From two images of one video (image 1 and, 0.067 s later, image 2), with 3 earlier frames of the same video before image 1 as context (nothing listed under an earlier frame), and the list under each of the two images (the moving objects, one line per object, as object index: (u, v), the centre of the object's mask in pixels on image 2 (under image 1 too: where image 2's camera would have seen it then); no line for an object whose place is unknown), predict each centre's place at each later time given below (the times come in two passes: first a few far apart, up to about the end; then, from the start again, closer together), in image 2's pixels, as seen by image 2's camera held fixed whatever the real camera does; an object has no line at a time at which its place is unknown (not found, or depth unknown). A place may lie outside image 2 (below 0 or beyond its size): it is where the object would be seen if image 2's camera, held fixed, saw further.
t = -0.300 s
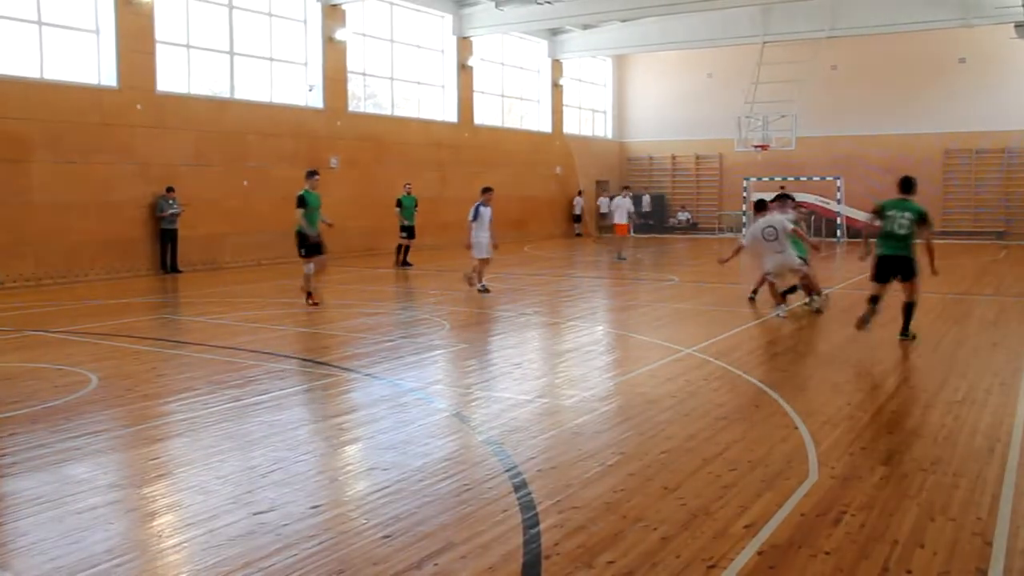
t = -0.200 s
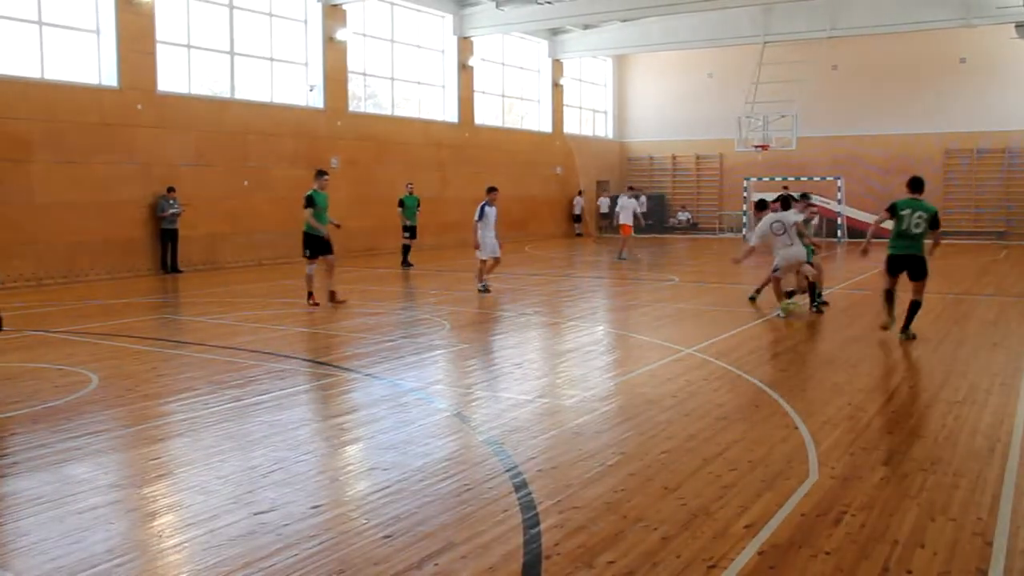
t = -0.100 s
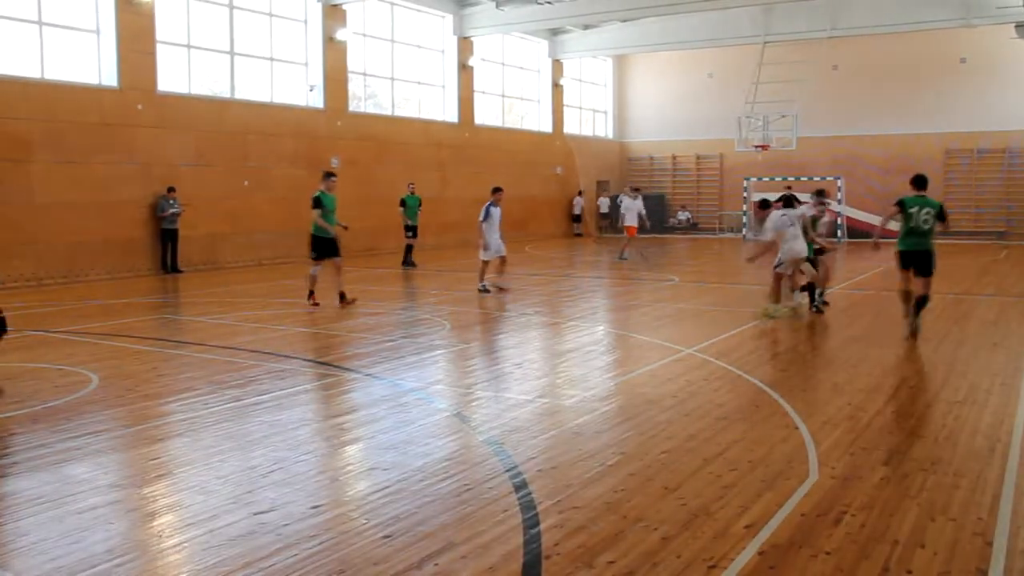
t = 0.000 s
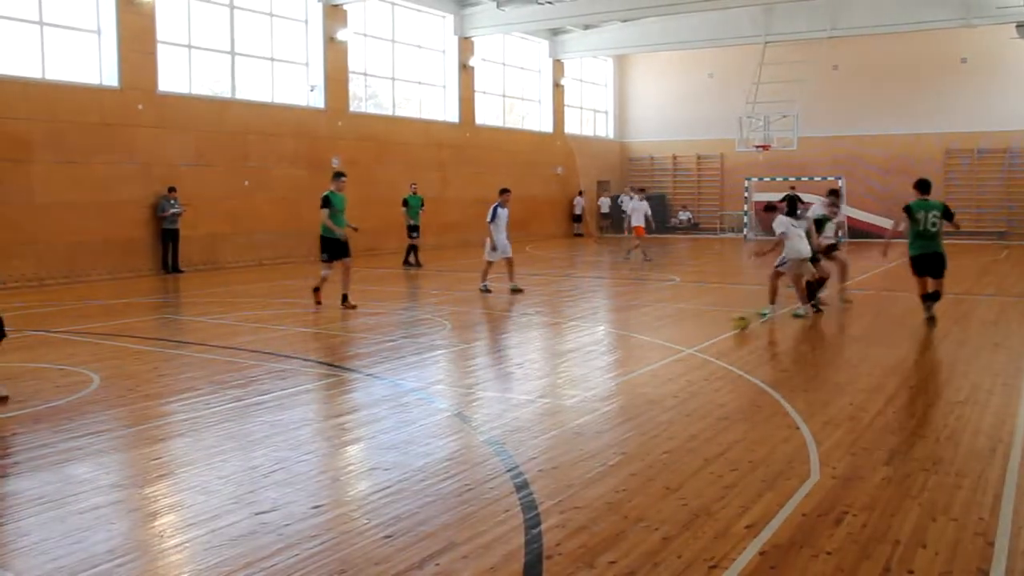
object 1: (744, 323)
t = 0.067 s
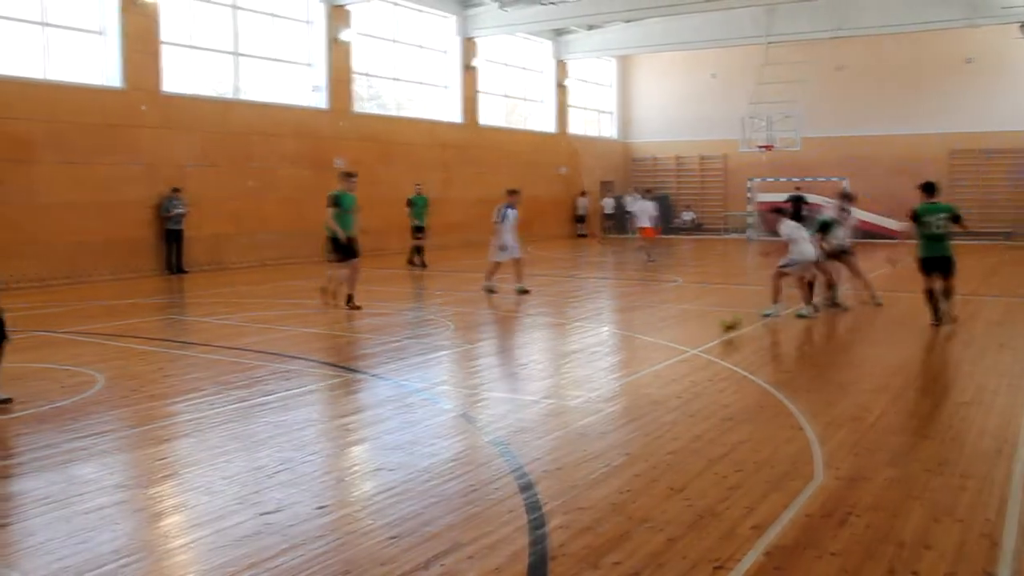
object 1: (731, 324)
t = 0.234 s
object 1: (687, 335)
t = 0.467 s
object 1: (630, 345)
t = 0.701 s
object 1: (567, 357)
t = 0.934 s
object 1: (498, 370)
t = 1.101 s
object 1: (445, 376)
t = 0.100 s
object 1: (722, 327)
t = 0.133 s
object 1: (716, 328)
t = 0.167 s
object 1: (705, 332)
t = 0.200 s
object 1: (694, 337)
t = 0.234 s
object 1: (687, 335)
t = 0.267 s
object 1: (680, 337)
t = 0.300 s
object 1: (671, 336)
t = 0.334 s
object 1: (664, 338)
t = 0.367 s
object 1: (655, 341)
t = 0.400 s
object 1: (645, 341)
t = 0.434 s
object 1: (637, 345)
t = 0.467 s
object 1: (630, 345)
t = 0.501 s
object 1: (619, 346)
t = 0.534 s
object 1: (615, 347)
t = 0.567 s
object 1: (603, 349)
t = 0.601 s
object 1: (594, 351)
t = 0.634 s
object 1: (584, 353)
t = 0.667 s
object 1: (576, 355)
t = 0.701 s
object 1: (567, 357)
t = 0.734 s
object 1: (559, 358)
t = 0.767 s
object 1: (548, 361)
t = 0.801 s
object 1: (538, 363)
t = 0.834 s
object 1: (526, 365)
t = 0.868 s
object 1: (515, 366)
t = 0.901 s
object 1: (507, 368)
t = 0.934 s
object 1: (498, 370)
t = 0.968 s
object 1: (487, 372)
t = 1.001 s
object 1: (474, 374)
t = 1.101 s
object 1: (445, 376)
